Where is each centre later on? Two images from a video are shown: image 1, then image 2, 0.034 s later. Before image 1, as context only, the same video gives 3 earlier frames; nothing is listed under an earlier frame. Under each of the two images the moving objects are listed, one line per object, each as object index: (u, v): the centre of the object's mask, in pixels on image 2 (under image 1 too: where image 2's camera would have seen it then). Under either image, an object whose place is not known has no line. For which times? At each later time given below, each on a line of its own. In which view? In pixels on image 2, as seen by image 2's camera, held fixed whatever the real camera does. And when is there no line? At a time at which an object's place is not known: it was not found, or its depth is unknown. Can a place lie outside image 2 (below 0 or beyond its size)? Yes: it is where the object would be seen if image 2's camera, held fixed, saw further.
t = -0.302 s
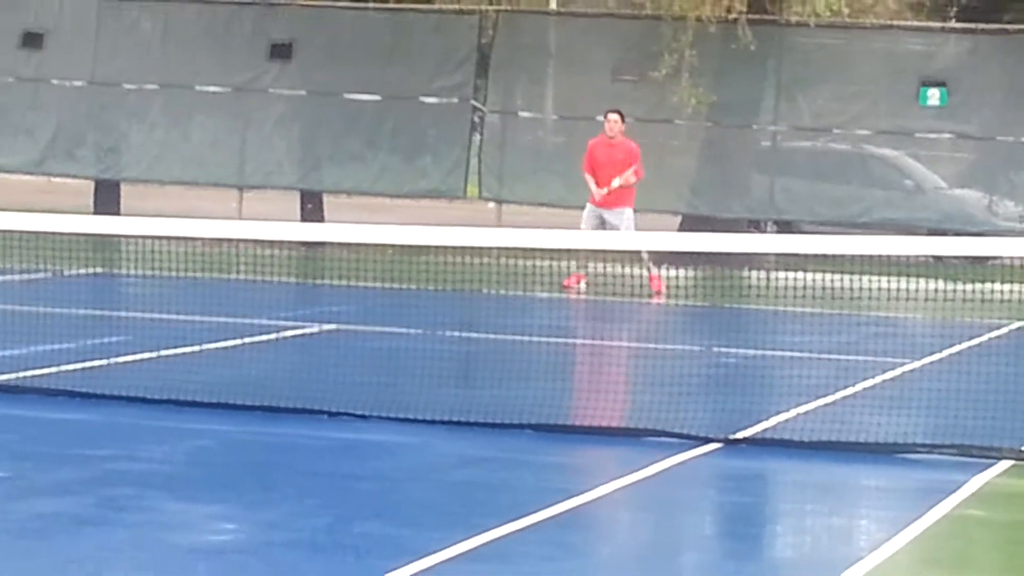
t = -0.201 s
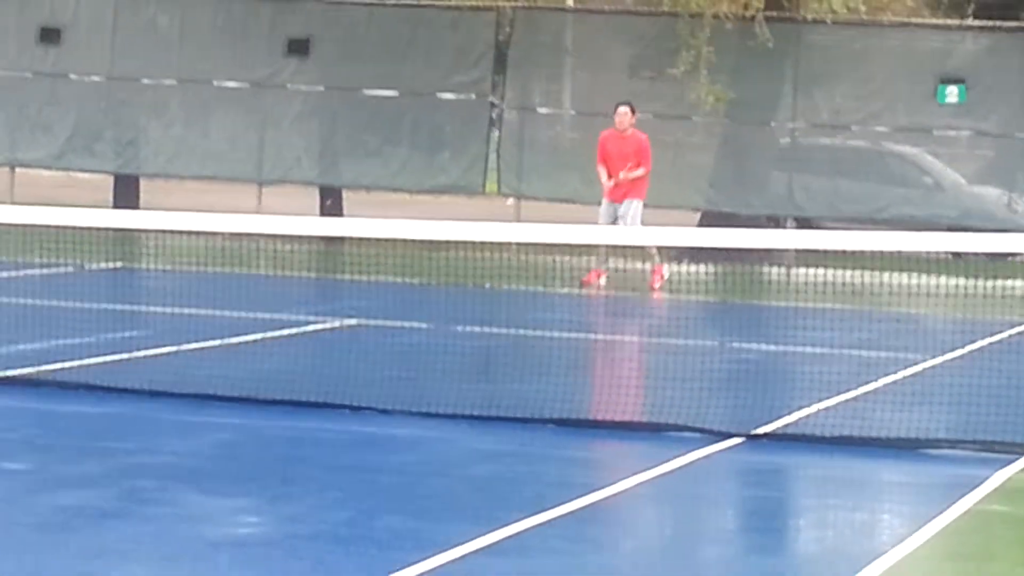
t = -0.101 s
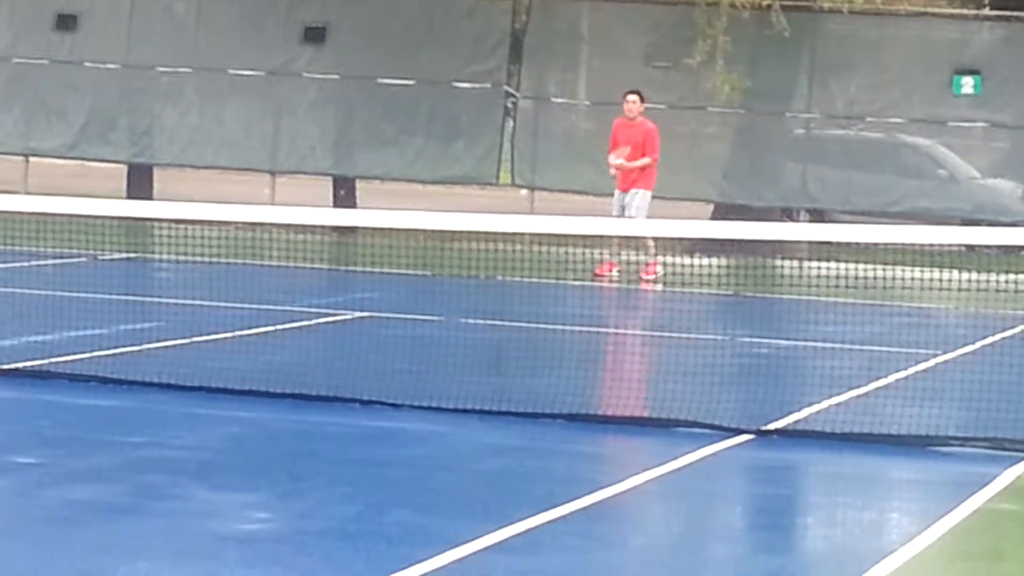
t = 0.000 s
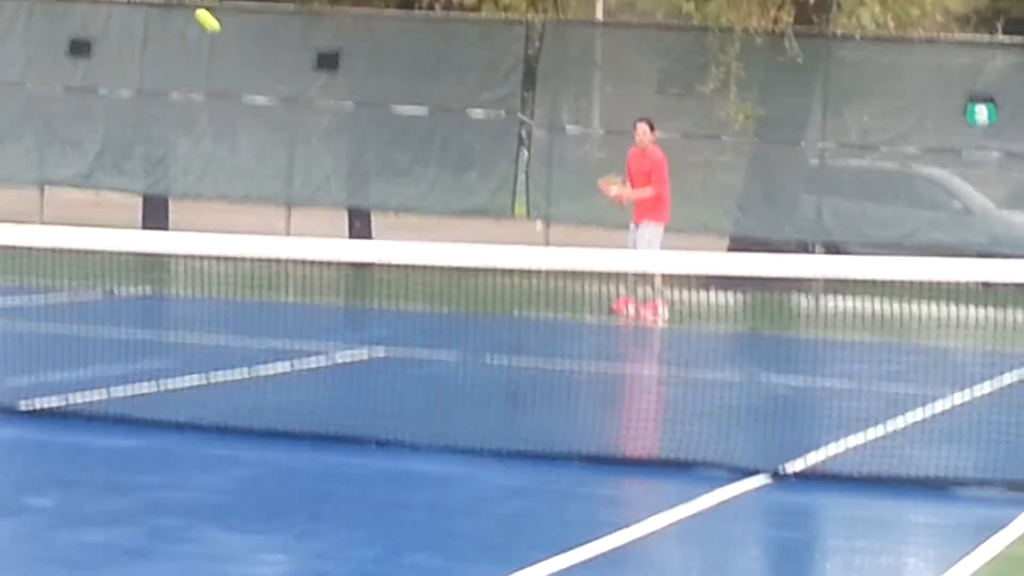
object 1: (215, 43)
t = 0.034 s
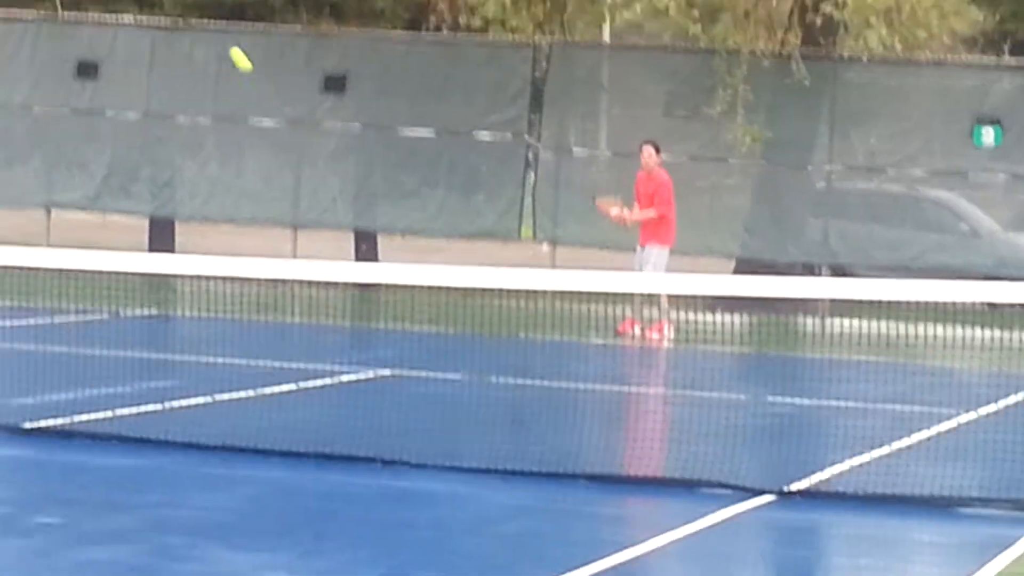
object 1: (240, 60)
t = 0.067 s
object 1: (264, 81)
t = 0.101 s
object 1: (286, 96)
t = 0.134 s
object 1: (305, 118)
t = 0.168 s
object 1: (324, 140)
